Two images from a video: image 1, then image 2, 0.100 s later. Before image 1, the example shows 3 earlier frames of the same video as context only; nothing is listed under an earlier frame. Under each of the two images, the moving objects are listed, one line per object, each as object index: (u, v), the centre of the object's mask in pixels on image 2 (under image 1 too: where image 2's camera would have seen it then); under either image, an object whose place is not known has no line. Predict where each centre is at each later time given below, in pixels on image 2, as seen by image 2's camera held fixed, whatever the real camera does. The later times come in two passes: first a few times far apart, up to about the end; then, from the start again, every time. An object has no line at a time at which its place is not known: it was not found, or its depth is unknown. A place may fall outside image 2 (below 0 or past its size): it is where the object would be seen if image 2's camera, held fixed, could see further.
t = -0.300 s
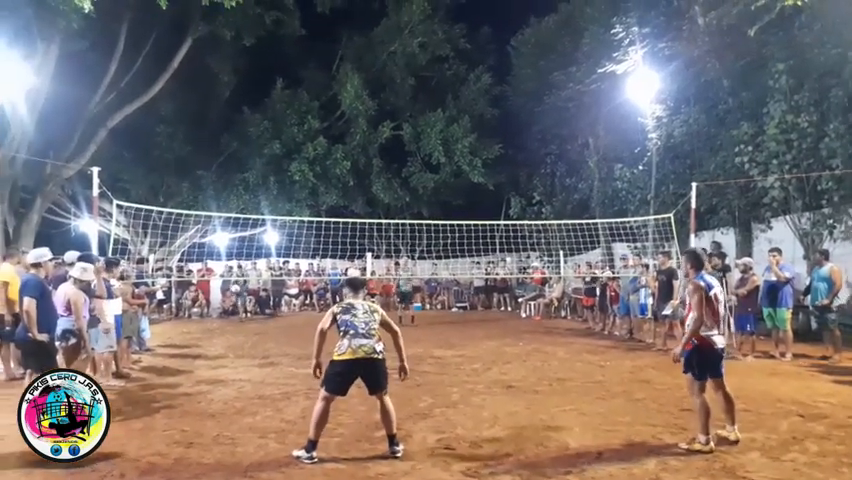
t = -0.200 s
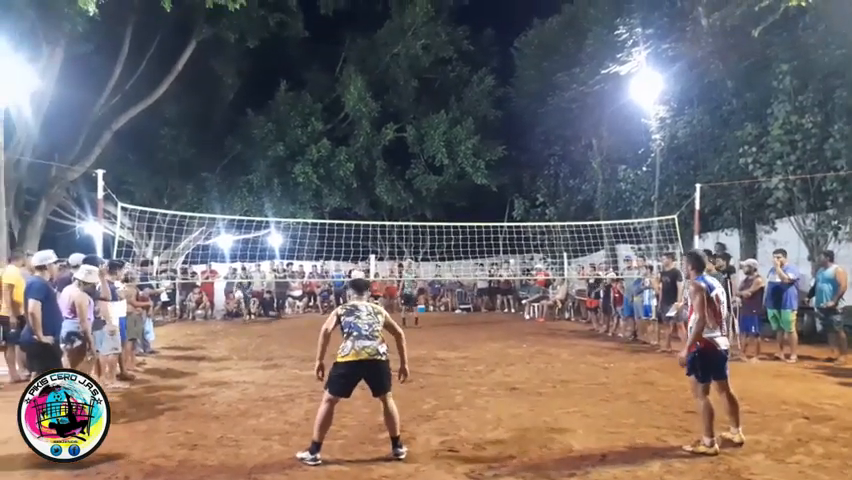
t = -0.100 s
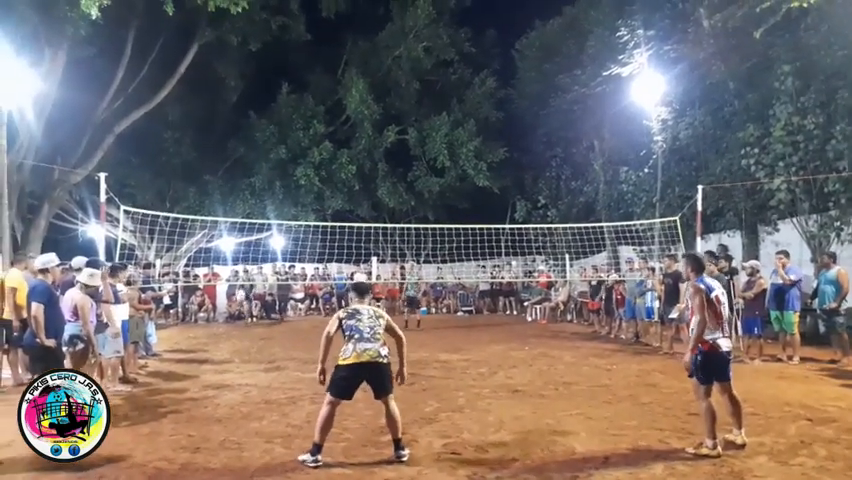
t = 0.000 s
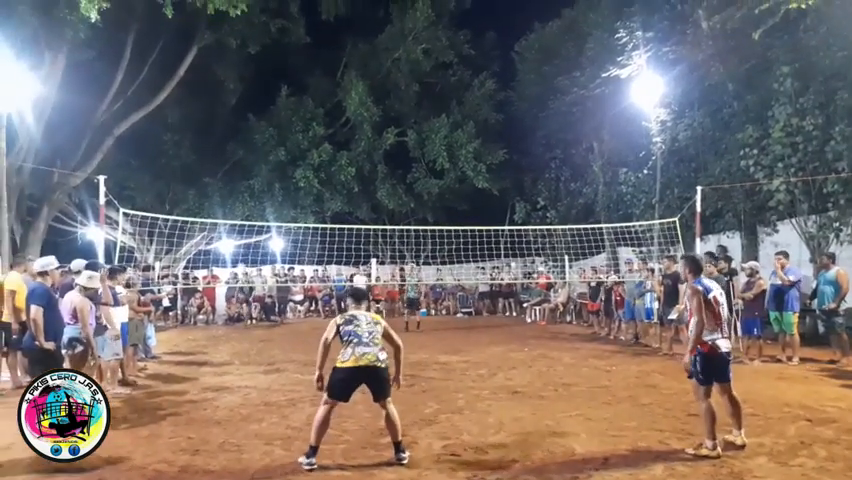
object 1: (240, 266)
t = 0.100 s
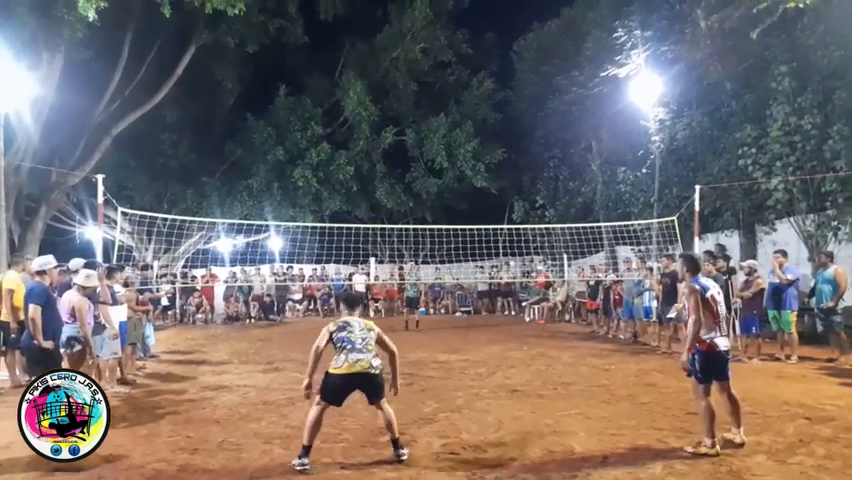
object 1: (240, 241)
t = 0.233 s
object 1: (241, 209)
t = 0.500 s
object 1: (243, 150)
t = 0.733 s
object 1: (243, 116)
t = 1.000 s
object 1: (243, 112)
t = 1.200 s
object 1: (241, 156)
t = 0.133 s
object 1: (241, 232)
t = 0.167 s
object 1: (240, 224)
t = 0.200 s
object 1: (241, 215)
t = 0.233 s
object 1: (241, 209)
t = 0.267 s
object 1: (241, 200)
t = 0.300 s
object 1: (241, 193)
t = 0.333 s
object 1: (242, 186)
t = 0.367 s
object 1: (242, 178)
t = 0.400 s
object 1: (242, 171)
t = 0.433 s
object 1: (242, 164)
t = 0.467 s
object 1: (243, 157)
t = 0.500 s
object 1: (243, 150)
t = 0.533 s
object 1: (243, 144)
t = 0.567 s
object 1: (243, 139)
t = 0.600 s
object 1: (243, 134)
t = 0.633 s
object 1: (243, 128)
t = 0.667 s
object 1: (243, 124)
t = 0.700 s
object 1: (244, 120)
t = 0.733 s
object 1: (243, 116)
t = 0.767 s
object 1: (243, 113)
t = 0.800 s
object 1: (243, 111)
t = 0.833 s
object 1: (243, 109)
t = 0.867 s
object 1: (243, 108)
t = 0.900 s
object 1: (243, 107)
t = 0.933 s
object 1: (243, 108)
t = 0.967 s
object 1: (243, 109)
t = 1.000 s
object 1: (243, 112)
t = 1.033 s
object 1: (243, 116)
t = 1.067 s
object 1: (242, 120)
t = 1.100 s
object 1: (242, 127)
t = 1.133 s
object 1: (242, 135)
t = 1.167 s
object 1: (241, 144)
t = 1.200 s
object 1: (241, 156)
